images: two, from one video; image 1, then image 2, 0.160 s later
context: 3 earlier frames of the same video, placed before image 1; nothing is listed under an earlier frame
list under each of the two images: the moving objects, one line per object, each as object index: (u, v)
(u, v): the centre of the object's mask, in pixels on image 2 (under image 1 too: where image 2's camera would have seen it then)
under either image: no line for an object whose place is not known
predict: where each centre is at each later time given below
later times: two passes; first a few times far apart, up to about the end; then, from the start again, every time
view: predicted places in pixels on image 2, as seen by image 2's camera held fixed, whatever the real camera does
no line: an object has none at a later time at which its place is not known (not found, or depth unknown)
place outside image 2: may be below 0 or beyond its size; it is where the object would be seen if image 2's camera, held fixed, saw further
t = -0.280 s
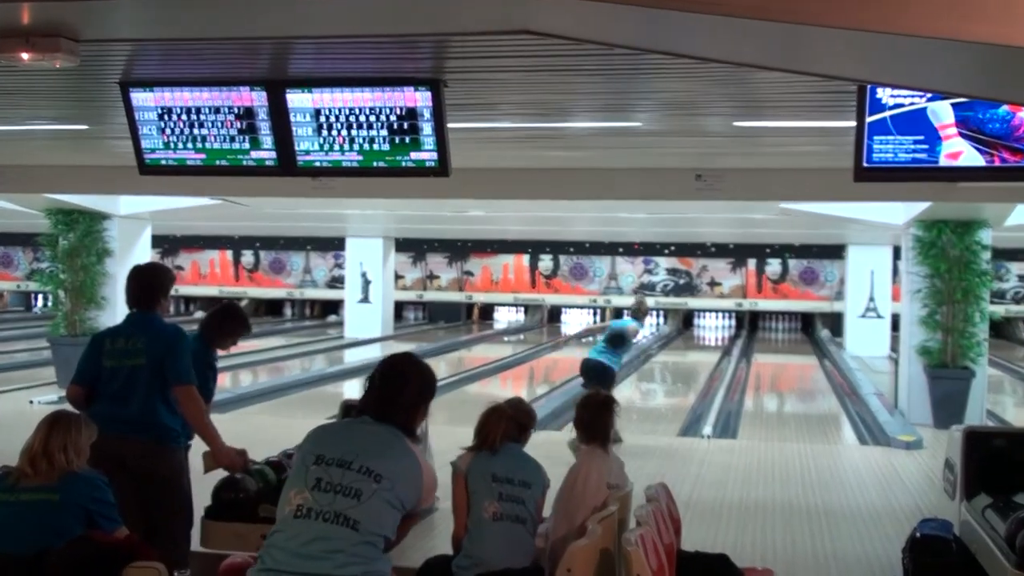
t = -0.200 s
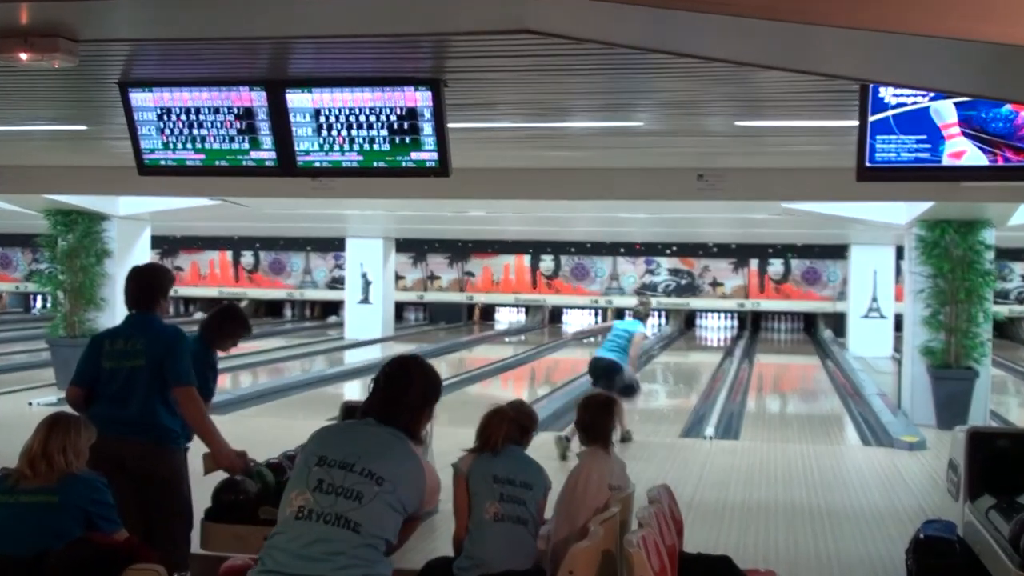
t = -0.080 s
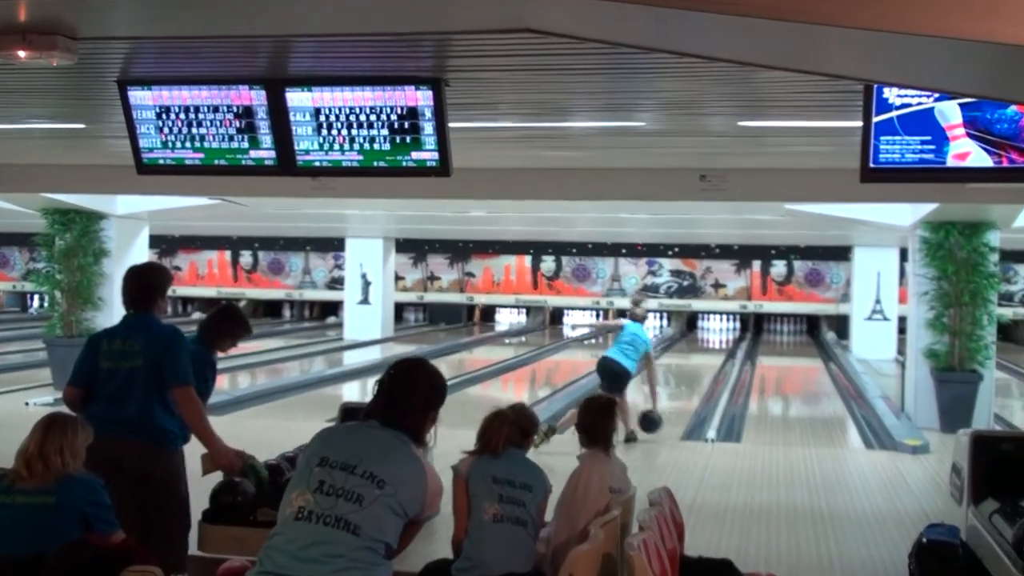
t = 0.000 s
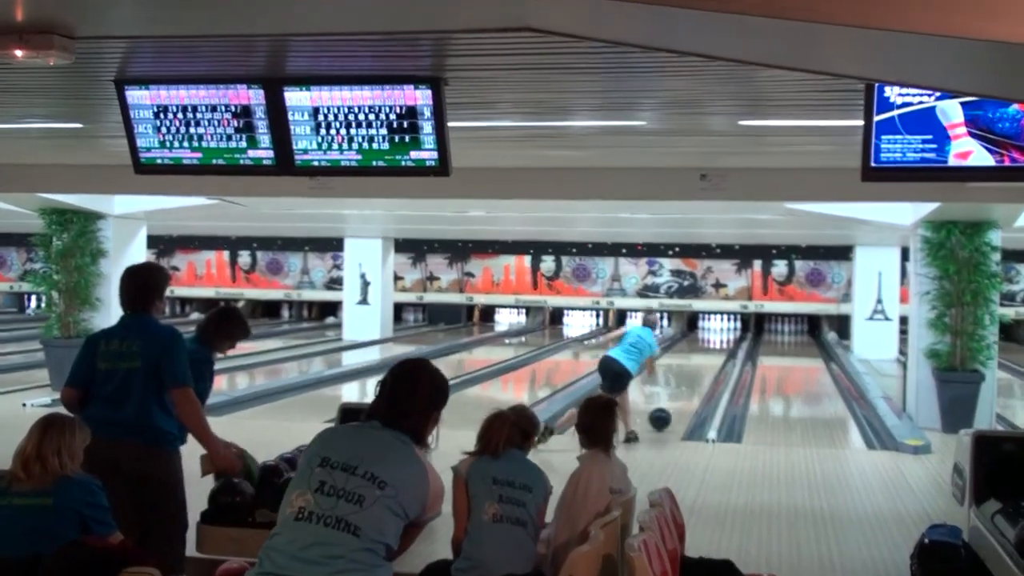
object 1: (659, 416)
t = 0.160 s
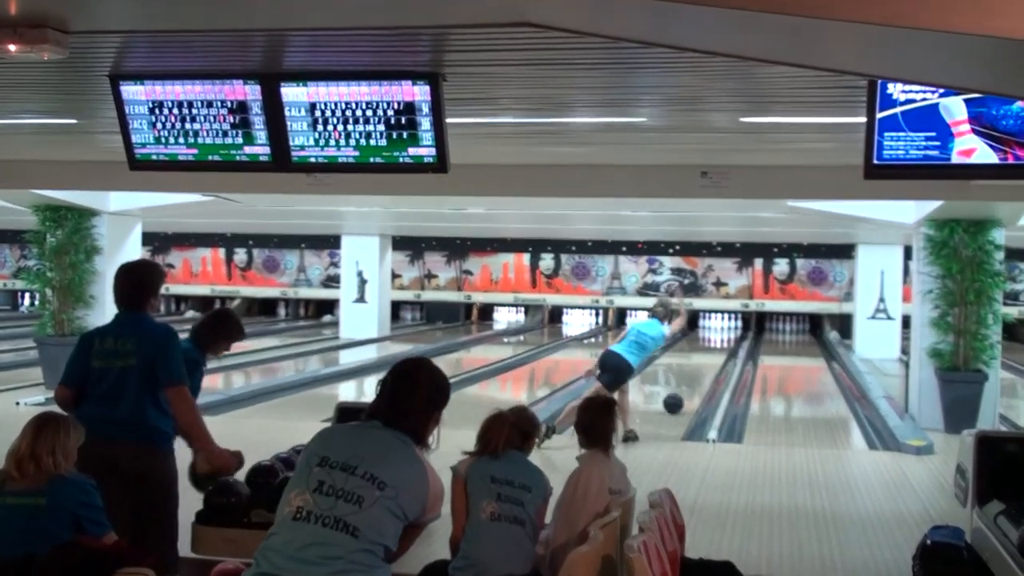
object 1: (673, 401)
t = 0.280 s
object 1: (682, 391)
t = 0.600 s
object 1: (701, 375)
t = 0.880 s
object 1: (712, 364)
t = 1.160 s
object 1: (720, 354)
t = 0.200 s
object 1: (676, 397)
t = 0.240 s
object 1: (679, 394)
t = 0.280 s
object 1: (682, 391)
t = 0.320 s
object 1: (685, 388)
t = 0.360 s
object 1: (687, 387)
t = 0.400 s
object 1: (690, 385)
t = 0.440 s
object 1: (692, 382)
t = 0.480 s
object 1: (694, 380)
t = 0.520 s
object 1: (696, 378)
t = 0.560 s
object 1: (699, 377)
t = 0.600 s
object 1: (701, 375)
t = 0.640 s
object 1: (703, 373)
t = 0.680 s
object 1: (704, 371)
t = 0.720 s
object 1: (707, 370)
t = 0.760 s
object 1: (708, 368)
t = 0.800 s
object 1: (710, 367)
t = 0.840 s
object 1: (711, 365)
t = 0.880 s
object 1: (712, 364)
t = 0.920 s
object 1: (713, 363)
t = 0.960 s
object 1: (715, 360)
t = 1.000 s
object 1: (716, 359)
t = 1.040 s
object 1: (717, 357)
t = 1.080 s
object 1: (718, 356)
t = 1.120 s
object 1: (719, 355)
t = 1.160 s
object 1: (720, 354)
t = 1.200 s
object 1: (721, 352)
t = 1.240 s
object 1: (722, 351)
